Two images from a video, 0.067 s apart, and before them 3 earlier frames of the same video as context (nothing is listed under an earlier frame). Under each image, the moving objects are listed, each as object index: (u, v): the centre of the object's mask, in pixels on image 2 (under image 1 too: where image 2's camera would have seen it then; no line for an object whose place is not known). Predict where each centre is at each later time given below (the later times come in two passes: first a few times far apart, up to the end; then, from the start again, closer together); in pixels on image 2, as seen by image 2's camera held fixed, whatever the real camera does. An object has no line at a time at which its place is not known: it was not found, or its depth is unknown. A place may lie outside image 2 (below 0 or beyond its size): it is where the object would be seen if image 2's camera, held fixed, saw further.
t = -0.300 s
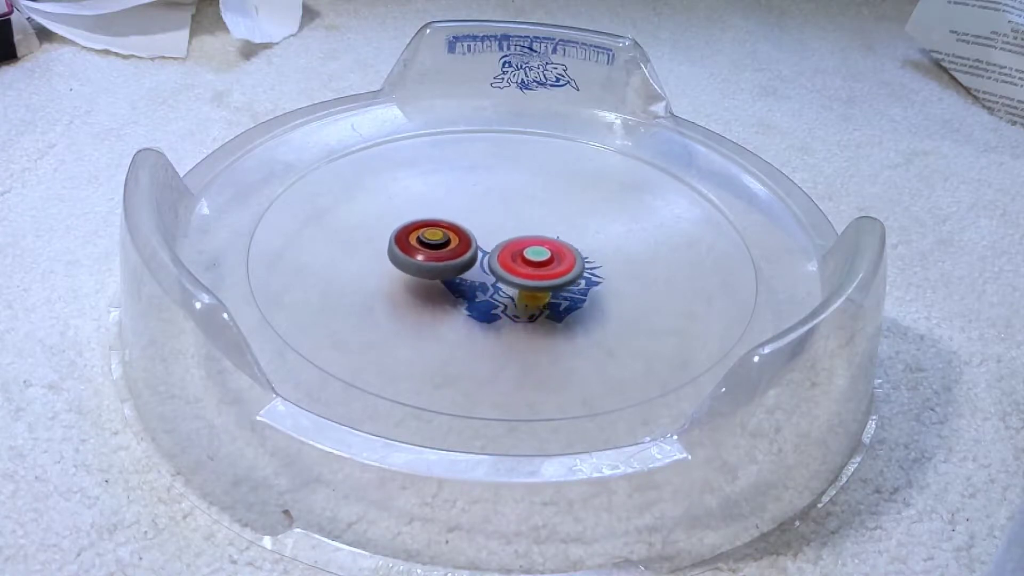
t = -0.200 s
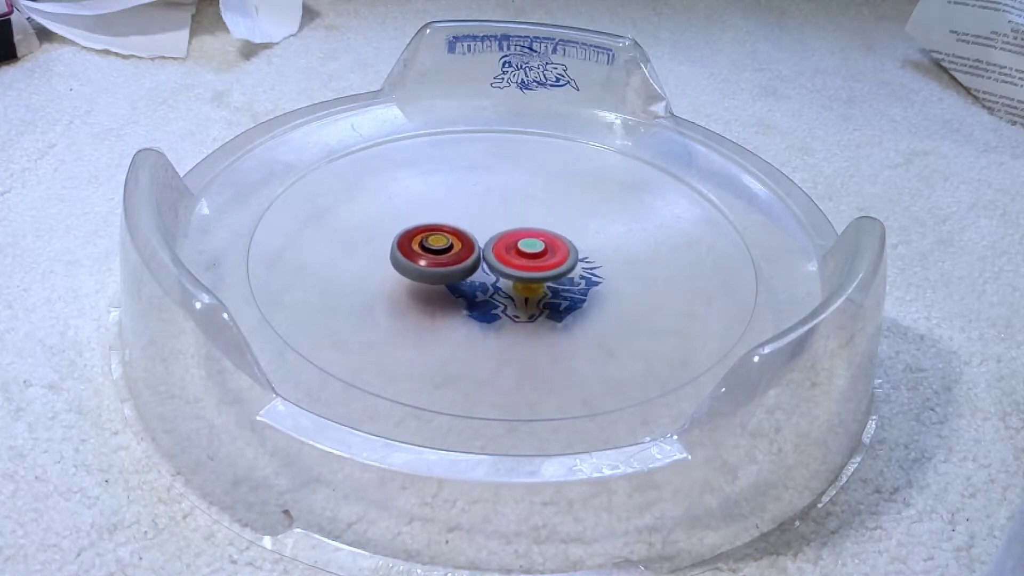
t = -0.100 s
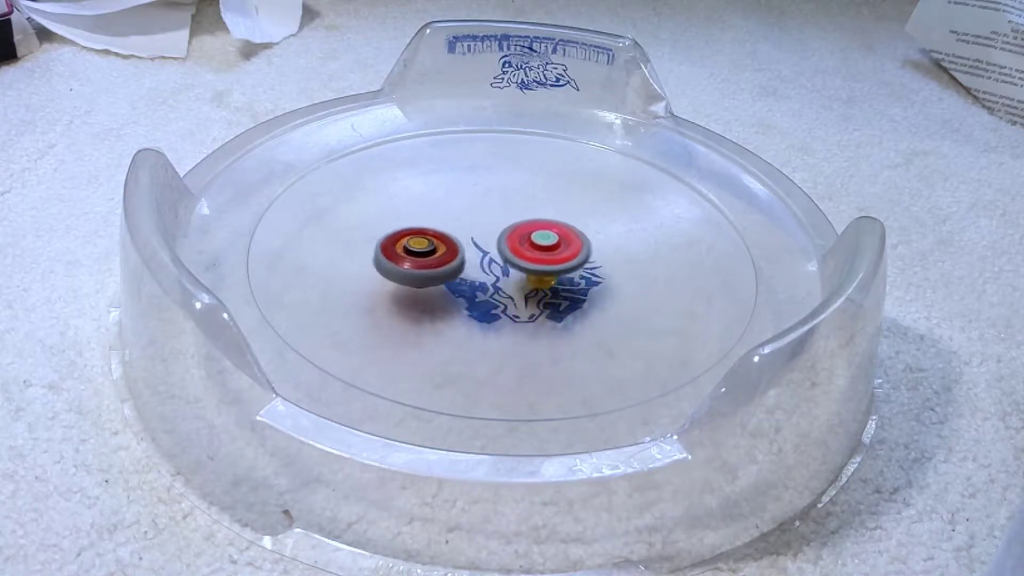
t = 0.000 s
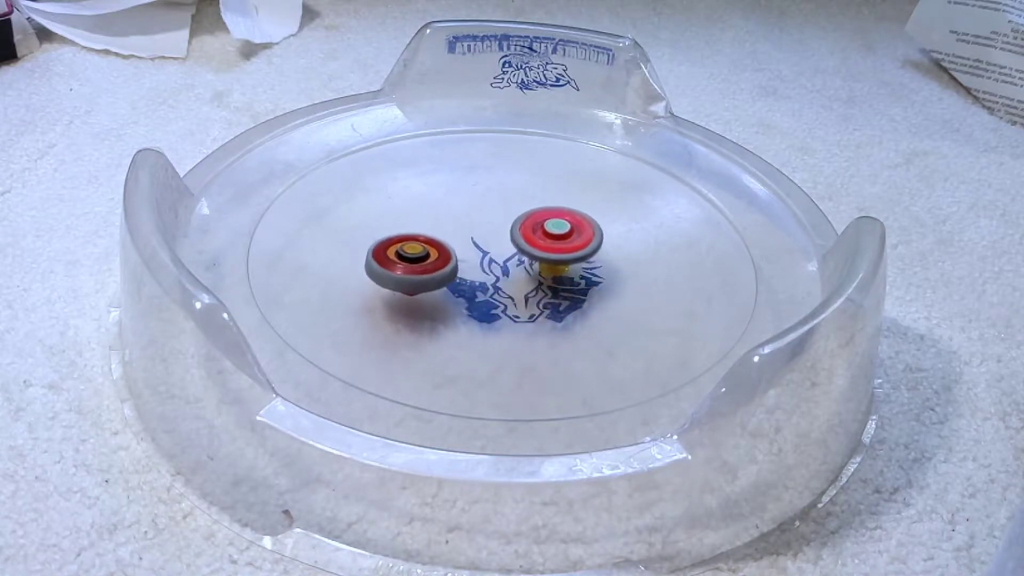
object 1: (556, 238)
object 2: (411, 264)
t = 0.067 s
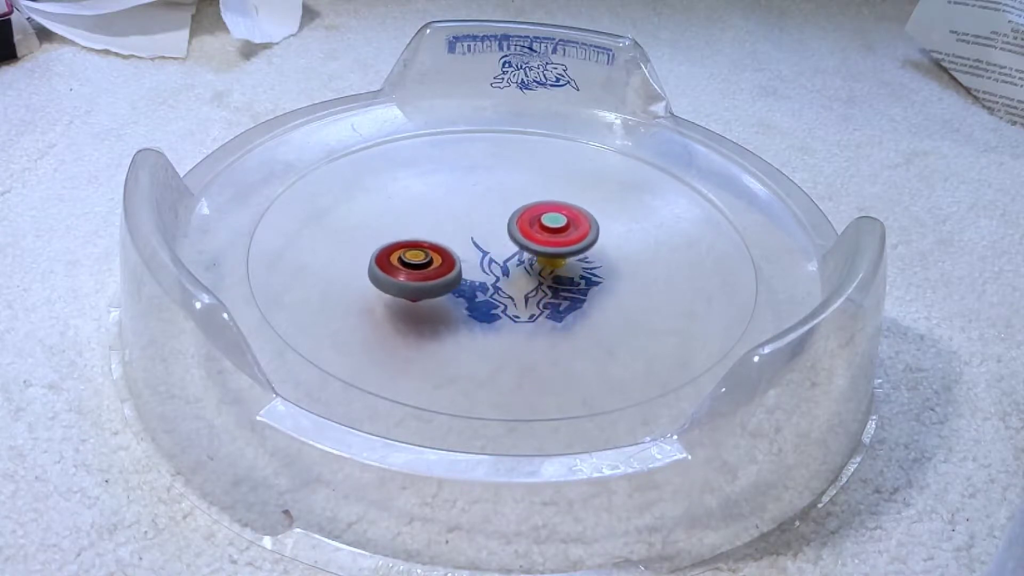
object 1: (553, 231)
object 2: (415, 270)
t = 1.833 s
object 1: (485, 259)
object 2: (579, 260)
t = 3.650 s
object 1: (531, 253)
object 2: (433, 249)
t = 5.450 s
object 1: (475, 249)
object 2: (557, 285)
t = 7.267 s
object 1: (438, 265)
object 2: (561, 238)
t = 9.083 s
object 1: (514, 278)
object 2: (461, 225)
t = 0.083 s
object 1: (552, 230)
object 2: (416, 271)
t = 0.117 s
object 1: (549, 228)
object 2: (418, 273)
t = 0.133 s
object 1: (547, 227)
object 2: (419, 274)
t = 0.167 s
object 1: (544, 225)
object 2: (421, 276)
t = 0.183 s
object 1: (542, 225)
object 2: (422, 277)
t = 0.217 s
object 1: (538, 224)
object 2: (425, 279)
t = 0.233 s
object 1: (536, 223)
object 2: (427, 280)
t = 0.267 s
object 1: (531, 223)
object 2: (429, 281)
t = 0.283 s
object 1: (528, 223)
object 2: (430, 282)
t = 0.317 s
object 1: (523, 223)
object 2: (433, 284)
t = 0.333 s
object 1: (520, 224)
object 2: (434, 284)
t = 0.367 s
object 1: (515, 226)
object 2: (438, 286)
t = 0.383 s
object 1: (512, 226)
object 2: (439, 286)
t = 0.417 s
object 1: (508, 229)
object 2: (443, 288)
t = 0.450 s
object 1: (504, 232)
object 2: (447, 289)
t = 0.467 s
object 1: (503, 233)
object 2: (450, 289)
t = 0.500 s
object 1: (500, 236)
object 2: (454, 290)
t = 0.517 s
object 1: (498, 237)
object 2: (456, 290)
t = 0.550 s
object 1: (497, 239)
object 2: (461, 291)
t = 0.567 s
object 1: (496, 239)
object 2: (463, 291)
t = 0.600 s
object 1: (496, 239)
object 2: (464, 294)
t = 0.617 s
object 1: (495, 239)
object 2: (465, 295)
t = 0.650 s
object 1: (494, 239)
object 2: (469, 295)
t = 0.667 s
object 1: (493, 240)
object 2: (471, 296)
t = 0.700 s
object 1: (493, 241)
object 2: (476, 297)
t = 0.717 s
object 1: (494, 238)
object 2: (477, 301)
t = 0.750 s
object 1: (497, 235)
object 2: (480, 308)
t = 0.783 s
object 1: (495, 232)
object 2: (484, 310)
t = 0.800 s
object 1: (494, 229)
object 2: (486, 311)
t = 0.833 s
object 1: (491, 228)
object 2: (492, 311)
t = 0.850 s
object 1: (490, 228)
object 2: (495, 311)
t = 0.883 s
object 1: (488, 228)
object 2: (501, 311)
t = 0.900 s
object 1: (487, 228)
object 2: (505, 311)
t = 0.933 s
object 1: (485, 228)
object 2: (511, 311)
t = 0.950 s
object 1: (484, 228)
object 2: (514, 310)
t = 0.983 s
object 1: (482, 228)
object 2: (519, 310)
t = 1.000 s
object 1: (481, 228)
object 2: (522, 309)
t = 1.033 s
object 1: (479, 229)
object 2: (526, 308)
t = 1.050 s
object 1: (478, 229)
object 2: (529, 308)
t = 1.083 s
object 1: (476, 230)
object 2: (533, 306)
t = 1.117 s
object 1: (474, 231)
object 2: (538, 305)
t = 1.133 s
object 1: (474, 232)
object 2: (540, 304)
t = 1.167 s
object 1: (474, 234)
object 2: (543, 302)
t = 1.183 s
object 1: (474, 235)
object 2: (545, 301)
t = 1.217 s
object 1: (475, 238)
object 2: (548, 299)
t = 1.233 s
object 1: (476, 240)
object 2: (550, 298)
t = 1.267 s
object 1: (477, 243)
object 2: (552, 296)
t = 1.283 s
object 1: (478, 244)
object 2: (554, 295)
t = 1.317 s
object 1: (481, 247)
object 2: (554, 292)
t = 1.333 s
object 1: (483, 248)
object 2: (555, 291)
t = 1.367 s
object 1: (485, 249)
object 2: (559, 289)
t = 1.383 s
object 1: (485, 250)
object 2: (561, 289)
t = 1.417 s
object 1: (485, 251)
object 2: (563, 287)
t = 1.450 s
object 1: (477, 248)
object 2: (572, 287)
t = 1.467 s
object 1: (475, 248)
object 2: (574, 287)
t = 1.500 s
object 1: (473, 249)
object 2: (576, 284)
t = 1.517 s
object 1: (472, 250)
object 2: (577, 283)
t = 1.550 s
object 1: (473, 251)
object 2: (578, 281)
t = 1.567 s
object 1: (473, 251)
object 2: (579, 280)
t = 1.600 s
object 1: (473, 252)
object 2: (579, 278)
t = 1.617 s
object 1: (474, 253)
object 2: (580, 277)
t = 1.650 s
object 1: (475, 254)
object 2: (580, 275)
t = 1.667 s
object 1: (476, 255)
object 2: (580, 273)
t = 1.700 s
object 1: (479, 256)
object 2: (580, 270)
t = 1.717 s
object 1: (479, 257)
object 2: (580, 269)
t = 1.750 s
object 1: (482, 258)
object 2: (579, 266)
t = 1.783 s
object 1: (484, 258)
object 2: (579, 264)
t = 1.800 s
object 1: (484, 258)
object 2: (579, 263)
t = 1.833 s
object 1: (485, 259)
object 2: (579, 260)
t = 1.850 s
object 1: (484, 259)
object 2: (580, 259)
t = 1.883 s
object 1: (483, 260)
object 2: (580, 257)
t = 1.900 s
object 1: (483, 260)
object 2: (579, 256)
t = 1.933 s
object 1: (484, 261)
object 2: (578, 254)
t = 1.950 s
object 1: (485, 261)
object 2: (577, 253)
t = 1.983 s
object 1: (486, 262)
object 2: (576, 251)
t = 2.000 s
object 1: (486, 262)
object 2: (575, 250)
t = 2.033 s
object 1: (486, 262)
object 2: (574, 248)
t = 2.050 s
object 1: (486, 262)
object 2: (573, 247)
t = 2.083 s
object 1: (483, 264)
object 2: (574, 244)
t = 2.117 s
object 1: (478, 266)
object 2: (576, 241)
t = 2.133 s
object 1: (477, 267)
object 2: (575, 240)
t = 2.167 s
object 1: (476, 268)
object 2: (573, 238)
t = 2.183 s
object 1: (476, 268)
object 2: (572, 237)
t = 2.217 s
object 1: (475, 269)
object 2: (568, 235)
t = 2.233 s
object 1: (475, 269)
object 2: (567, 234)
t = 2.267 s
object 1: (475, 270)
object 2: (564, 233)
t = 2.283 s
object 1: (475, 270)
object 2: (563, 232)
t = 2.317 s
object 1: (476, 271)
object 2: (559, 231)
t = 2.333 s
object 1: (476, 271)
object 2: (557, 231)
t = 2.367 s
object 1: (477, 271)
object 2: (554, 230)
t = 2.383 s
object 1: (478, 271)
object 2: (552, 230)
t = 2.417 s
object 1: (479, 271)
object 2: (548, 229)
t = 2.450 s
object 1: (480, 270)
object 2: (545, 228)
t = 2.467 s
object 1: (481, 270)
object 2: (543, 228)
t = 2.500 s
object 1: (482, 269)
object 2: (540, 227)
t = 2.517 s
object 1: (483, 268)
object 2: (538, 226)
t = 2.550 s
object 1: (483, 268)
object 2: (534, 225)
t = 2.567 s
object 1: (484, 266)
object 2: (532, 225)
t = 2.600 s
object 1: (476, 273)
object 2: (533, 220)
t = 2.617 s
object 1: (475, 275)
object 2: (534, 218)
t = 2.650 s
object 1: (475, 279)
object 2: (532, 216)
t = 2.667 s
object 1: (476, 280)
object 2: (530, 216)
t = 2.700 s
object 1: (478, 281)
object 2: (526, 215)
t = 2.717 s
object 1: (479, 281)
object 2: (524, 215)
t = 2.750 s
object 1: (480, 282)
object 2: (519, 215)
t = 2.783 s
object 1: (482, 283)
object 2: (515, 215)
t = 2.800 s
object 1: (483, 283)
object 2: (512, 215)
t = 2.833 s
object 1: (485, 283)
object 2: (507, 215)
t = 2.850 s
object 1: (485, 283)
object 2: (505, 215)
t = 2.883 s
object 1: (487, 283)
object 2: (501, 216)
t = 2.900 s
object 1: (488, 283)
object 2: (498, 216)
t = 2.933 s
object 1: (491, 282)
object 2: (494, 217)
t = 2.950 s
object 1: (492, 282)
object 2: (492, 218)
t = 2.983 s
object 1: (494, 281)
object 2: (488, 220)
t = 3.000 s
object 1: (495, 280)
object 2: (486, 220)
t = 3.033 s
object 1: (496, 279)
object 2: (482, 221)
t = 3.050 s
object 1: (497, 278)
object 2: (480, 222)
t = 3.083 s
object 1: (498, 276)
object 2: (476, 223)
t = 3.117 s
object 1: (500, 275)
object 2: (471, 223)
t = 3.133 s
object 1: (502, 277)
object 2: (468, 223)
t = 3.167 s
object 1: (507, 278)
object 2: (465, 223)
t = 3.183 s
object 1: (508, 277)
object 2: (463, 224)
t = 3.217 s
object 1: (511, 277)
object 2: (459, 226)
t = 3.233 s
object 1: (512, 276)
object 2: (458, 227)
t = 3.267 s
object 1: (514, 274)
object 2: (454, 229)
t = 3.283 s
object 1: (515, 274)
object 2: (453, 230)
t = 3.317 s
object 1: (516, 272)
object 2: (450, 232)
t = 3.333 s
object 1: (520, 272)
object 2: (448, 233)
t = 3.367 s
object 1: (526, 272)
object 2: (446, 234)
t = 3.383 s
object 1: (527, 271)
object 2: (445, 235)
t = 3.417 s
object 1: (529, 269)
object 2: (443, 237)
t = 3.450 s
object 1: (530, 267)
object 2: (442, 239)
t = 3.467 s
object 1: (531, 266)
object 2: (441, 240)
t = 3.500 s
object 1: (531, 264)
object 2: (440, 242)
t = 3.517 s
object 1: (531, 262)
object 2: (439, 243)
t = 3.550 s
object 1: (529, 260)
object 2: (438, 245)
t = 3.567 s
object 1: (530, 258)
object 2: (437, 245)
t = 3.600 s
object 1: (532, 256)
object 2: (434, 247)
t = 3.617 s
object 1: (532, 255)
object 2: (433, 248)
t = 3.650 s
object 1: (531, 253)
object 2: (433, 249)
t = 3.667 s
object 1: (530, 252)
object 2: (433, 250)
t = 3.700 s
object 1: (528, 250)
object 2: (432, 252)
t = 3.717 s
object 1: (527, 249)
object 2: (432, 253)
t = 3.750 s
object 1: (524, 248)
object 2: (433, 255)
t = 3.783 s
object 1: (528, 245)
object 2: (426, 257)
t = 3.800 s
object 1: (530, 244)
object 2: (425, 258)
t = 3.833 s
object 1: (530, 242)
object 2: (424, 260)
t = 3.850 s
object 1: (530, 242)
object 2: (424, 262)
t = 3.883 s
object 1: (529, 240)
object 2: (425, 264)
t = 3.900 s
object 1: (528, 239)
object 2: (425, 265)
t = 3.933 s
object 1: (526, 238)
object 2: (426, 268)
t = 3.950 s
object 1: (525, 238)
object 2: (426, 269)
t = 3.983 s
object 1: (522, 237)
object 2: (428, 271)
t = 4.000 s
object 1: (521, 237)
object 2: (429, 272)
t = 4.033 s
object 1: (517, 237)
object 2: (431, 274)
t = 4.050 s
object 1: (515, 238)
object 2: (432, 276)
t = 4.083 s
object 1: (511, 239)
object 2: (434, 278)
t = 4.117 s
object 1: (508, 241)
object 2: (438, 279)
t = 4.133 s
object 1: (507, 242)
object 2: (439, 280)
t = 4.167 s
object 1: (506, 243)
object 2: (443, 282)
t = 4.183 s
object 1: (507, 243)
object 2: (443, 284)
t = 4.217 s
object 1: (509, 243)
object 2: (444, 286)
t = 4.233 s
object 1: (509, 242)
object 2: (446, 287)
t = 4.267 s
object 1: (510, 243)
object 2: (449, 289)
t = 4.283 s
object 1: (510, 243)
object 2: (451, 290)
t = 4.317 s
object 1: (510, 243)
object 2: (455, 291)
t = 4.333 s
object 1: (510, 244)
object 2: (457, 292)
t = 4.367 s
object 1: (511, 244)
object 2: (461, 293)
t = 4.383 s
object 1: (511, 245)
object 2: (463, 293)
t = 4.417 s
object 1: (512, 245)
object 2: (467, 294)
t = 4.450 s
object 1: (514, 245)
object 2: (468, 296)
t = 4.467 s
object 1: (515, 244)
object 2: (469, 296)
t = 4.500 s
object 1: (517, 242)
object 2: (474, 297)
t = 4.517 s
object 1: (518, 242)
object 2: (476, 298)
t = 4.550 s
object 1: (518, 241)
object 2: (480, 298)
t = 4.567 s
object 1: (518, 240)
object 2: (482, 298)
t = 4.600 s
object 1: (517, 239)
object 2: (486, 298)
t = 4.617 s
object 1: (517, 239)
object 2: (488, 298)
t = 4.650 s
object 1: (516, 238)
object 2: (491, 298)
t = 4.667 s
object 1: (515, 238)
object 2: (493, 298)
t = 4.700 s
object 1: (512, 238)
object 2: (497, 298)
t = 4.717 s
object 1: (511, 238)
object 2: (499, 297)
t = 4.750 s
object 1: (510, 239)
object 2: (502, 297)
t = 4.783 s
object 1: (510, 239)
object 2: (505, 297)
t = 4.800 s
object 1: (510, 239)
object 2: (506, 297)
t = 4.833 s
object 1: (510, 238)
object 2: (510, 297)
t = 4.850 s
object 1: (510, 237)
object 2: (511, 297)
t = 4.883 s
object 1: (508, 237)
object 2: (515, 296)
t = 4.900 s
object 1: (507, 236)
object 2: (517, 296)
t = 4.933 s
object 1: (505, 236)
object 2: (520, 296)
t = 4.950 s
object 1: (503, 236)
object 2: (522, 295)
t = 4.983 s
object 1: (501, 236)
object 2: (525, 295)
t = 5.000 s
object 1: (500, 236)
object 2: (527, 294)
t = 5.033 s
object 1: (499, 237)
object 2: (529, 293)
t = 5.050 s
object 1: (498, 237)
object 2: (530, 293)
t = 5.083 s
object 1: (497, 238)
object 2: (533, 292)
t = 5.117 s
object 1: (494, 238)
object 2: (535, 292)
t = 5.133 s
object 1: (493, 238)
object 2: (536, 291)
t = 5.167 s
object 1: (490, 239)
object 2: (539, 290)
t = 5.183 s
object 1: (489, 240)
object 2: (540, 290)
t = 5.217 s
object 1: (488, 241)
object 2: (542, 289)
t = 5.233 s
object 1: (485, 241)
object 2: (545, 290)
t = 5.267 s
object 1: (479, 240)
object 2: (548, 290)
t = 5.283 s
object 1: (477, 240)
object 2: (549, 290)
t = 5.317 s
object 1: (474, 240)
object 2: (550, 289)
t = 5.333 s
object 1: (473, 240)
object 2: (551, 288)
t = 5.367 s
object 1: (471, 243)
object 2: (553, 288)
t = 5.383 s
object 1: (471, 244)
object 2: (554, 287)
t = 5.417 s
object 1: (472, 247)
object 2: (555, 286)
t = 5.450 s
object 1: (475, 249)
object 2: (557, 285)
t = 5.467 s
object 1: (476, 250)
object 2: (558, 284)
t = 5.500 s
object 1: (471, 249)
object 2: (567, 285)
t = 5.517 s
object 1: (466, 247)
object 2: (573, 286)
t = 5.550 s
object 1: (458, 246)
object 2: (579, 286)
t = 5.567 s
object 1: (456, 247)
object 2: (580, 286)
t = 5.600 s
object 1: (454, 247)
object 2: (582, 284)
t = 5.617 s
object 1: (454, 248)
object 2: (582, 283)
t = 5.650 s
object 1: (453, 249)
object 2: (584, 282)
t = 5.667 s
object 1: (453, 250)
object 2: (584, 281)
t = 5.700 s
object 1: (453, 251)
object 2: (585, 280)
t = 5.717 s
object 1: (453, 252)
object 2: (585, 280)
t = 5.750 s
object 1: (454, 253)
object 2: (586, 278)
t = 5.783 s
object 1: (456, 255)
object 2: (586, 277)
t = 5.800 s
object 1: (456, 255)
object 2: (586, 277)
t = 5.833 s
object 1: (459, 256)
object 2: (586, 276)
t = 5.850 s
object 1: (460, 257)
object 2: (586, 275)
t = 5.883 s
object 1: (463, 257)
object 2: (586, 274)
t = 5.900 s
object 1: (464, 258)
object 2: (586, 274)
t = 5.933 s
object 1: (467, 259)
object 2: (585, 272)
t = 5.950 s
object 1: (469, 259)
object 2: (585, 272)
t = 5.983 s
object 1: (472, 259)
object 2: (584, 271)
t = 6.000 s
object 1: (474, 259)
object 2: (584, 270)
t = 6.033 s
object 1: (478, 259)
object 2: (582, 269)
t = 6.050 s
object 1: (480, 258)
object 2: (582, 268)
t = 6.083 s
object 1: (484, 258)
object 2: (580, 266)
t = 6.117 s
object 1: (482, 257)
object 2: (584, 265)
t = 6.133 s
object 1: (480, 256)
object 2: (587, 264)
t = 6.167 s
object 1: (480, 256)
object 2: (586, 263)
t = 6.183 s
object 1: (480, 256)
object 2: (586, 263)
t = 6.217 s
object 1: (481, 255)
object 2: (584, 261)
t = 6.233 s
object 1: (481, 254)
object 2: (583, 261)
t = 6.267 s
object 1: (483, 254)
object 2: (581, 260)
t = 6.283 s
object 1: (483, 253)
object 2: (580, 259)
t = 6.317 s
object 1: (484, 253)
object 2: (578, 259)
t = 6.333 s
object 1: (482, 252)
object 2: (579, 258)
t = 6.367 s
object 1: (477, 251)
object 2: (581, 257)
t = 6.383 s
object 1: (476, 251)
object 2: (581, 257)
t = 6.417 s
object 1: (475, 251)
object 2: (579, 257)
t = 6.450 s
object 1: (474, 251)
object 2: (578, 256)
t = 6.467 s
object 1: (475, 250)
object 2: (577, 256)
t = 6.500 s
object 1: (475, 250)
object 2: (575, 255)
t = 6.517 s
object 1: (475, 250)
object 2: (574, 254)
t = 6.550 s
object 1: (476, 250)
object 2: (572, 254)
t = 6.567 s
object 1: (476, 250)
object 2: (571, 253)
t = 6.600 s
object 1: (477, 249)
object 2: (570, 252)
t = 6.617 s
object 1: (471, 248)
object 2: (574, 251)
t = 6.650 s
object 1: (464, 249)
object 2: (577, 251)
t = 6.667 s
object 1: (462, 249)
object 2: (576, 251)
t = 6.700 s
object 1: (459, 249)
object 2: (574, 250)
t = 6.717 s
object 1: (458, 250)
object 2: (573, 250)
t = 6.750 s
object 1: (457, 250)
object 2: (571, 249)
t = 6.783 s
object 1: (456, 251)
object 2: (569, 248)
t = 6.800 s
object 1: (456, 251)
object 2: (568, 248)
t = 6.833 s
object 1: (457, 251)
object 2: (567, 248)
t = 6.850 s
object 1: (457, 251)
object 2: (566, 247)
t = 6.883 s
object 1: (458, 251)
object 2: (564, 247)
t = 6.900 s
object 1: (458, 252)
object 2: (563, 247)
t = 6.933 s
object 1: (460, 252)
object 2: (561, 246)
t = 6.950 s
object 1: (461, 252)
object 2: (560, 246)
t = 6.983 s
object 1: (463, 252)
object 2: (557, 245)
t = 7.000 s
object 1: (464, 251)
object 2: (556, 245)
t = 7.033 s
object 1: (465, 251)
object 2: (555, 244)
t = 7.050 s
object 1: (465, 251)
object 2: (555, 244)
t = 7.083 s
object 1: (465, 252)
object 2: (553, 243)
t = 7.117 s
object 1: (453, 253)
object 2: (561, 241)
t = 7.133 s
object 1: (448, 254)
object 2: (564, 240)
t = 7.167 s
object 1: (442, 257)
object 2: (566, 239)
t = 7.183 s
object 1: (440, 258)
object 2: (565, 239)
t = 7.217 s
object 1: (439, 261)
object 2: (563, 239)
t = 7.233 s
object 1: (438, 262)
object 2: (563, 239)
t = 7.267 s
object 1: (438, 265)
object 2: (561, 238)
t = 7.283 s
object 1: (438, 266)
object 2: (560, 238)
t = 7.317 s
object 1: (440, 269)
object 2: (558, 237)
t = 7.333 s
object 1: (441, 270)
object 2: (557, 237)
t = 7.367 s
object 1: (445, 272)
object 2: (555, 237)
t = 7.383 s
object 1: (448, 273)
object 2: (554, 236)
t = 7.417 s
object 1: (453, 275)
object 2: (551, 236)
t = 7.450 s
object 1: (461, 276)
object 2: (549, 236)
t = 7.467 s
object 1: (464, 276)
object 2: (548, 236)
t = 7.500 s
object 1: (470, 276)
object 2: (546, 236)
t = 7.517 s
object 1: (473, 275)
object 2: (545, 236)
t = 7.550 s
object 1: (479, 274)
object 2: (544, 235)
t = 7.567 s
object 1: (481, 273)
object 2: (543, 235)
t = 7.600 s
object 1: (485, 272)
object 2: (543, 233)
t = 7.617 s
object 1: (486, 273)
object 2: (544, 232)
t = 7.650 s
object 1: (490, 273)
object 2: (543, 231)
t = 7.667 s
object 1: (492, 273)
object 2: (543, 230)
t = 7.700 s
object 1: (493, 274)
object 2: (542, 228)
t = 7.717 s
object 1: (492, 276)
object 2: (543, 226)
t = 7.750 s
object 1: (492, 278)
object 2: (543, 224)
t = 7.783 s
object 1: (495, 279)
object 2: (541, 224)
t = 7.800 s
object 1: (496, 279)
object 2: (540, 223)
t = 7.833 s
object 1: (499, 279)
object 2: (539, 223)
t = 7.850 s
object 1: (501, 279)
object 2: (538, 223)
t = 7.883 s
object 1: (504, 278)
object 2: (536, 223)
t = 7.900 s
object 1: (505, 278)
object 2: (535, 222)
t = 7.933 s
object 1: (508, 276)
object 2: (534, 222)
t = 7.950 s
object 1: (508, 275)
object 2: (533, 222)
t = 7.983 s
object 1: (509, 274)
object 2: (531, 221)
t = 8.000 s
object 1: (509, 273)
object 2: (530, 221)
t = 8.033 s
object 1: (510, 271)
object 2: (529, 220)
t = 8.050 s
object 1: (508, 273)
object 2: (529, 218)
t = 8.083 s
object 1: (506, 276)
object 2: (529, 215)
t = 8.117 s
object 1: (507, 277)
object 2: (528, 214)
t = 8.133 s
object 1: (507, 277)
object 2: (527, 214)
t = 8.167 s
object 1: (507, 278)
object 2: (525, 214)
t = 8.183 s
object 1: (507, 278)
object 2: (524, 213)
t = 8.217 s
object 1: (508, 278)
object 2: (522, 213)
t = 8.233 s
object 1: (508, 277)
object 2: (521, 213)
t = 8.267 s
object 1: (508, 277)
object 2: (519, 213)
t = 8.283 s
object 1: (508, 277)
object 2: (518, 213)
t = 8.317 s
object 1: (508, 277)
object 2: (516, 213)
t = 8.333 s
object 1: (508, 277)
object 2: (515, 214)
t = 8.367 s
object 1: (507, 276)
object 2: (513, 214)
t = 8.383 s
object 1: (507, 276)
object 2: (512, 214)
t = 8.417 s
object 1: (507, 275)
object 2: (511, 214)
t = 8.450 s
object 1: (506, 274)
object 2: (508, 214)
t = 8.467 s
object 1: (505, 273)
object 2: (507, 215)
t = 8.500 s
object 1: (504, 271)
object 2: (504, 215)
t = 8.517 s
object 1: (504, 271)
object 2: (503, 215)
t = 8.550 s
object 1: (503, 269)
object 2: (501, 215)
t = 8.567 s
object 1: (502, 268)
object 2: (500, 215)
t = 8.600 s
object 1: (501, 276)
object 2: (498, 210)
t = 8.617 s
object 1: (501, 279)
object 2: (497, 207)
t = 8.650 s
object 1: (502, 282)
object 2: (496, 205)
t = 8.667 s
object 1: (503, 284)
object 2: (494, 205)
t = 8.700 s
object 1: (504, 285)
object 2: (491, 206)
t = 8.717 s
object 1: (505, 286)
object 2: (490, 206)
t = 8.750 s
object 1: (506, 287)
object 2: (487, 207)
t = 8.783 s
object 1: (508, 288)
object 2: (485, 208)
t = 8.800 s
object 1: (509, 288)
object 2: (483, 208)
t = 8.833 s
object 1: (511, 288)
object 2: (481, 209)
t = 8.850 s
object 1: (512, 288)
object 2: (479, 210)
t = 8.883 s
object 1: (514, 288)
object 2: (477, 211)
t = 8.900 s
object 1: (514, 288)
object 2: (475, 212)
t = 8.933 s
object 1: (515, 287)
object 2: (472, 214)
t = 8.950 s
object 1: (516, 286)
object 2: (471, 215)
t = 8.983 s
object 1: (516, 285)
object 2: (468, 217)
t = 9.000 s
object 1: (516, 284)
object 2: (467, 218)
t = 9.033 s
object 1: (516, 282)
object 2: (464, 221)
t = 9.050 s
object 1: (516, 281)
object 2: (463, 222)
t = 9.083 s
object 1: (514, 278)
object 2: (461, 225)
